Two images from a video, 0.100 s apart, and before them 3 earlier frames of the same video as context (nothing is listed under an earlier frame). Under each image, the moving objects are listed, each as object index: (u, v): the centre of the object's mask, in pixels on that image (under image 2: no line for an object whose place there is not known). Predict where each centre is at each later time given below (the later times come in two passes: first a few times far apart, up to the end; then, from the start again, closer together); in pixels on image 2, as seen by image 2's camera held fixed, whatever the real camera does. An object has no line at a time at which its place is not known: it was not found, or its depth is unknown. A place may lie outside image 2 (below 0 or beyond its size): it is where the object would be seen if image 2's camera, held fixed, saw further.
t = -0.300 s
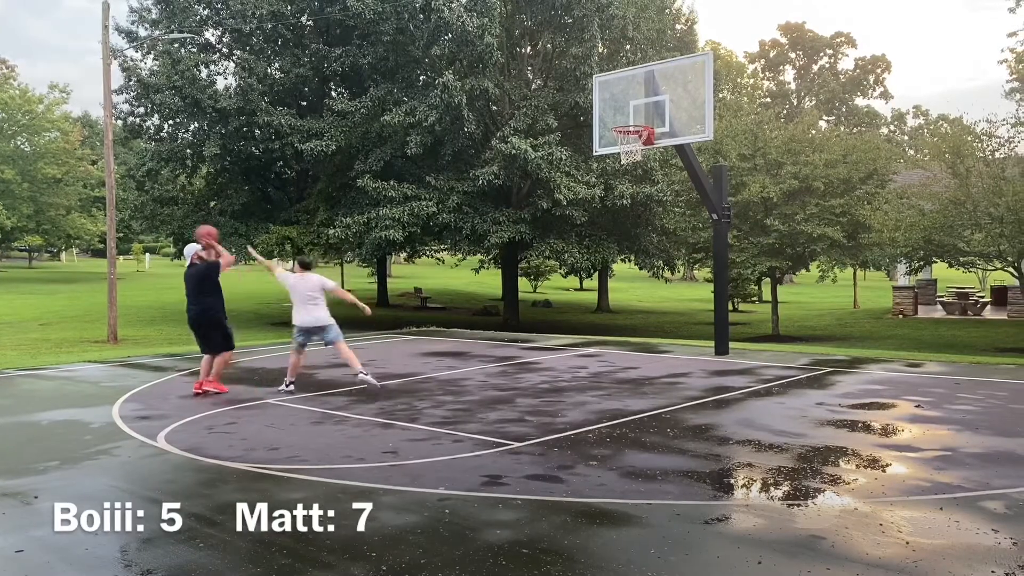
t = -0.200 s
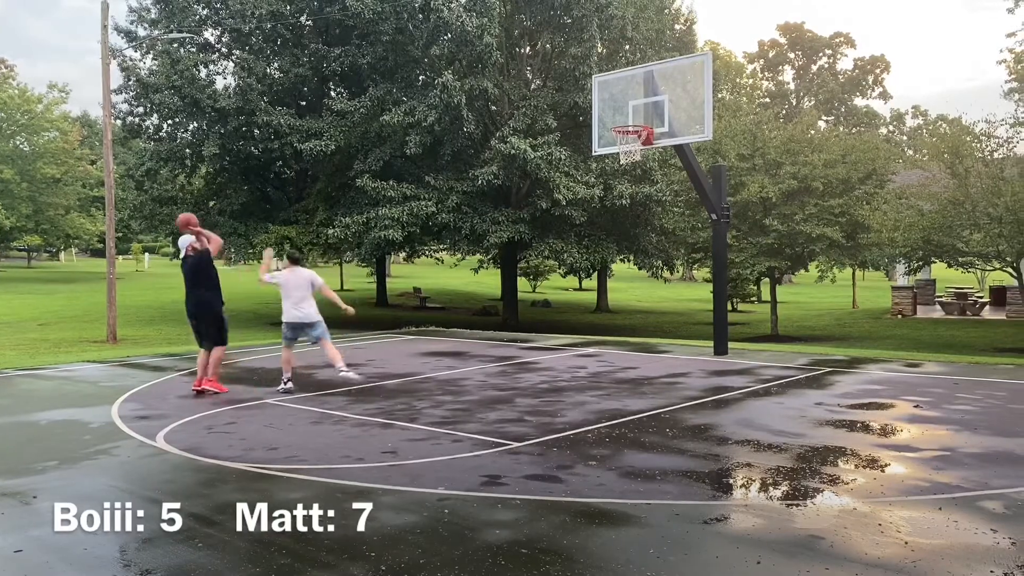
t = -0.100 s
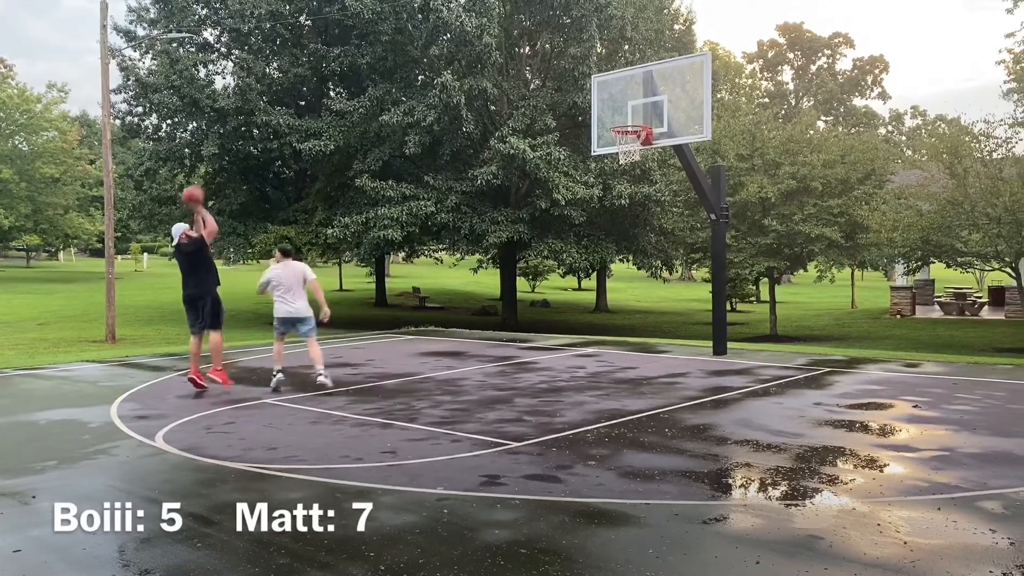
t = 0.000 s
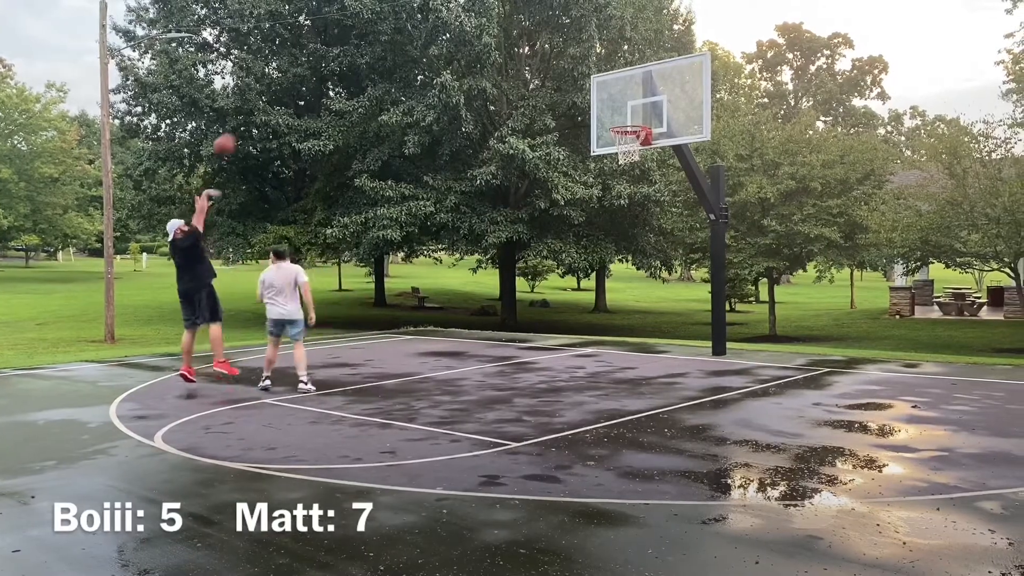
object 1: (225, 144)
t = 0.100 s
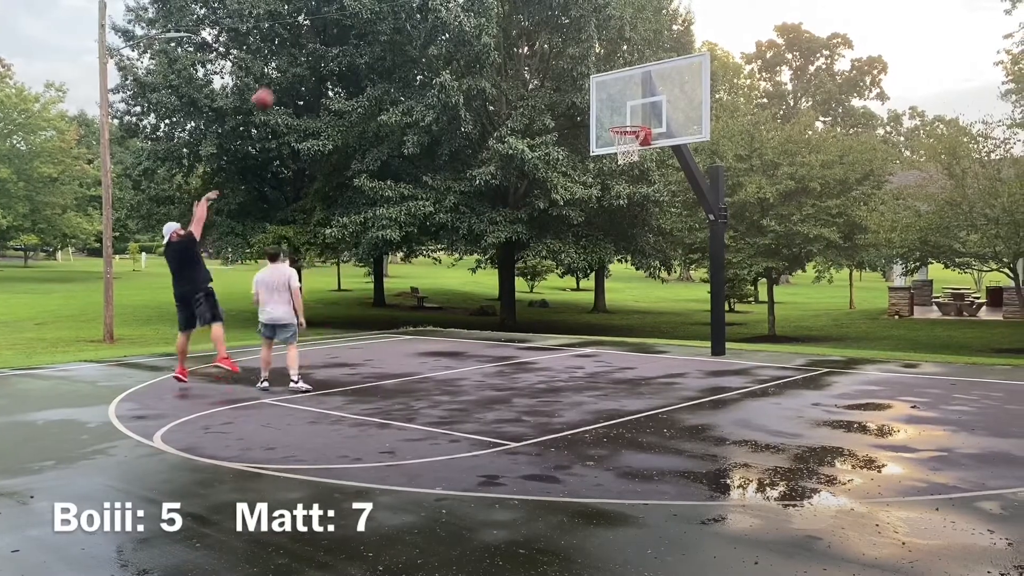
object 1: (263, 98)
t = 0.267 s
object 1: (328, 43)
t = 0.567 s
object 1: (438, 7)
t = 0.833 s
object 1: (530, 39)
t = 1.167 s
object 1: (639, 129)
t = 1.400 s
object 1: (641, 140)
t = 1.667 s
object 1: (625, 170)
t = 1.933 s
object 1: (606, 244)
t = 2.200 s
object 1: (586, 359)
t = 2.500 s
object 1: (563, 272)
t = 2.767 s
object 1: (543, 251)
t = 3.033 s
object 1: (523, 285)
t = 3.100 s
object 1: (518, 302)
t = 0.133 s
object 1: (277, 85)
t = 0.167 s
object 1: (290, 73)
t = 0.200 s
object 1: (302, 62)
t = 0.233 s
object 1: (315, 52)
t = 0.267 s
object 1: (328, 43)
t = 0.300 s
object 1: (341, 35)
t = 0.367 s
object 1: (365, 23)
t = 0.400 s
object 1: (378, 18)
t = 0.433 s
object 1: (391, 15)
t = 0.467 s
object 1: (402, 13)
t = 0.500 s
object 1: (415, 8)
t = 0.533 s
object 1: (427, 7)
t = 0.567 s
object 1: (438, 7)
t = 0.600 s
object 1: (450, 8)
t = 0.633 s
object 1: (463, 11)
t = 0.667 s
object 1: (474, 13)
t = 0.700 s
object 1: (486, 16)
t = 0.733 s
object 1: (496, 21)
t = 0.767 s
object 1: (508, 25)
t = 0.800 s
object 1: (519, 32)
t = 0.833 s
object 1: (530, 39)
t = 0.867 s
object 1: (541, 47)
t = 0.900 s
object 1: (552, 55)
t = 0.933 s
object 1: (564, 64)
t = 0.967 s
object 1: (574, 73)
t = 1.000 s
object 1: (583, 83)
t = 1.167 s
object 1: (639, 129)
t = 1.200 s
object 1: (629, 128)
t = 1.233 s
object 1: (619, 132)
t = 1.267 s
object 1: (620, 134)
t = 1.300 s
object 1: (629, 135)
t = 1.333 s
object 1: (635, 137)
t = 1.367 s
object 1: (640, 138)
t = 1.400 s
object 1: (641, 140)
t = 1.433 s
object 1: (640, 142)
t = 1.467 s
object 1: (640, 143)
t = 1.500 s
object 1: (636, 150)
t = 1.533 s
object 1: (634, 151)
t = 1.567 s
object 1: (632, 153)
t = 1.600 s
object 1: (630, 166)
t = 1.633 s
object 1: (629, 165)
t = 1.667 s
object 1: (625, 170)
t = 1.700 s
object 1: (623, 176)
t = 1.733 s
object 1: (620, 183)
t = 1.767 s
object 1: (618, 191)
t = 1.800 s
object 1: (615, 200)
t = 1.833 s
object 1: (613, 211)
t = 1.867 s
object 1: (611, 221)
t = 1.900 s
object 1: (608, 232)
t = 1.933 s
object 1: (606, 244)
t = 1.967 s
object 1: (603, 257)
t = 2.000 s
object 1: (601, 270)
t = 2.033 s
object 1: (599, 285)
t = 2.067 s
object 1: (597, 301)
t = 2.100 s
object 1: (593, 316)
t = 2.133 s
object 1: (592, 333)
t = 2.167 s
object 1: (590, 353)
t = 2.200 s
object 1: (586, 359)
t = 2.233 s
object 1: (585, 345)
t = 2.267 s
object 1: (582, 334)
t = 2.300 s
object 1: (578, 322)
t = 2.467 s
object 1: (565, 278)
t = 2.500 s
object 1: (563, 272)
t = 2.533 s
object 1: (560, 267)
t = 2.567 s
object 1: (558, 262)
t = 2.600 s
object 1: (555, 259)
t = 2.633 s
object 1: (553, 255)
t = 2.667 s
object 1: (550, 253)
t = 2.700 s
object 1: (548, 251)
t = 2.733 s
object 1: (545, 251)
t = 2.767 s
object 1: (543, 251)
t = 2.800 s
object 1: (541, 252)
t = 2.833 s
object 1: (538, 254)
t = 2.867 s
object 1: (535, 257)
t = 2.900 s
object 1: (533, 260)
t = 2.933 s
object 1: (529, 265)
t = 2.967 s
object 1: (529, 271)
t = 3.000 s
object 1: (525, 277)
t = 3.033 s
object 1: (523, 285)
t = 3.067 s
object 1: (520, 294)
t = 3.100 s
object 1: (518, 302)
